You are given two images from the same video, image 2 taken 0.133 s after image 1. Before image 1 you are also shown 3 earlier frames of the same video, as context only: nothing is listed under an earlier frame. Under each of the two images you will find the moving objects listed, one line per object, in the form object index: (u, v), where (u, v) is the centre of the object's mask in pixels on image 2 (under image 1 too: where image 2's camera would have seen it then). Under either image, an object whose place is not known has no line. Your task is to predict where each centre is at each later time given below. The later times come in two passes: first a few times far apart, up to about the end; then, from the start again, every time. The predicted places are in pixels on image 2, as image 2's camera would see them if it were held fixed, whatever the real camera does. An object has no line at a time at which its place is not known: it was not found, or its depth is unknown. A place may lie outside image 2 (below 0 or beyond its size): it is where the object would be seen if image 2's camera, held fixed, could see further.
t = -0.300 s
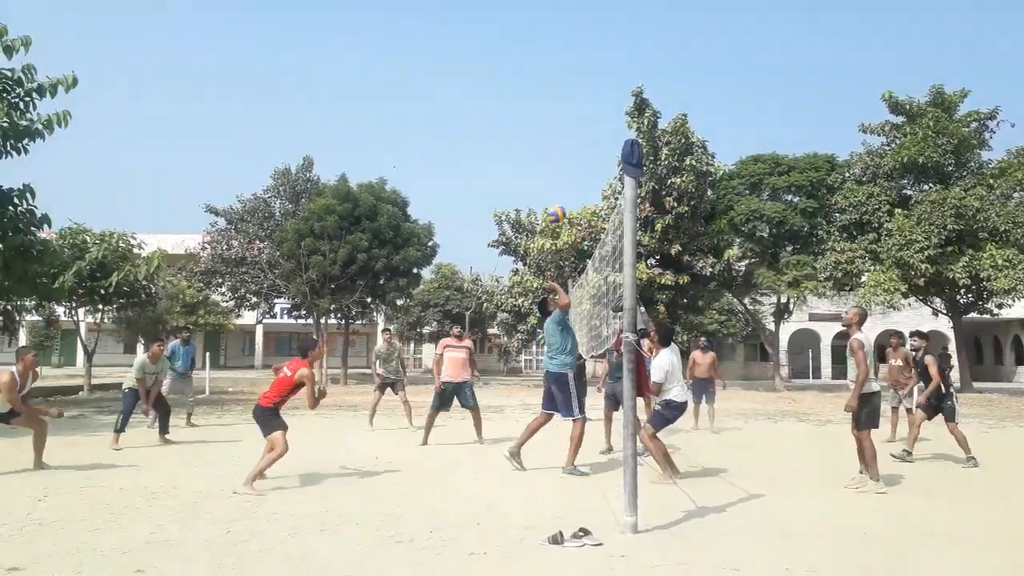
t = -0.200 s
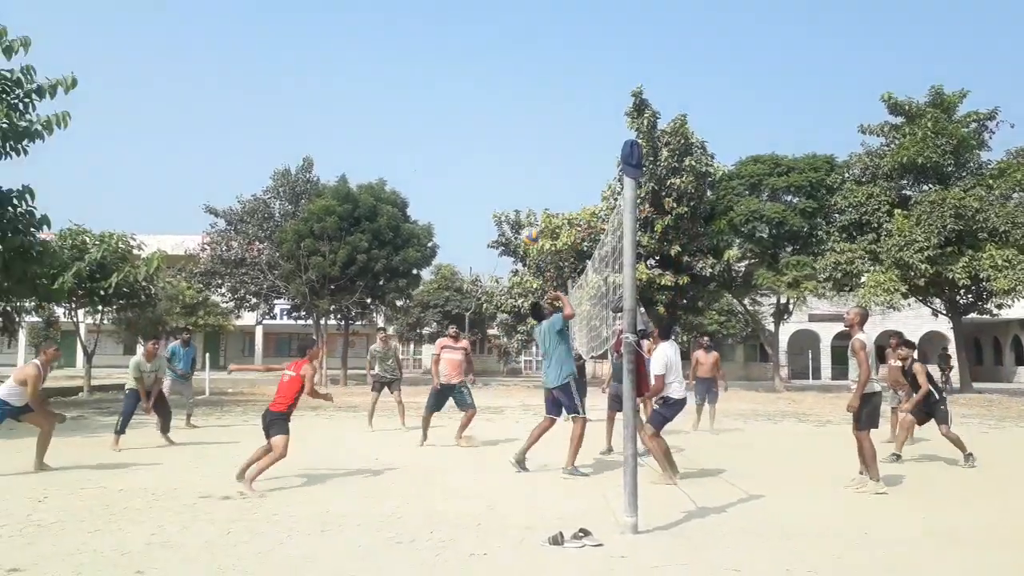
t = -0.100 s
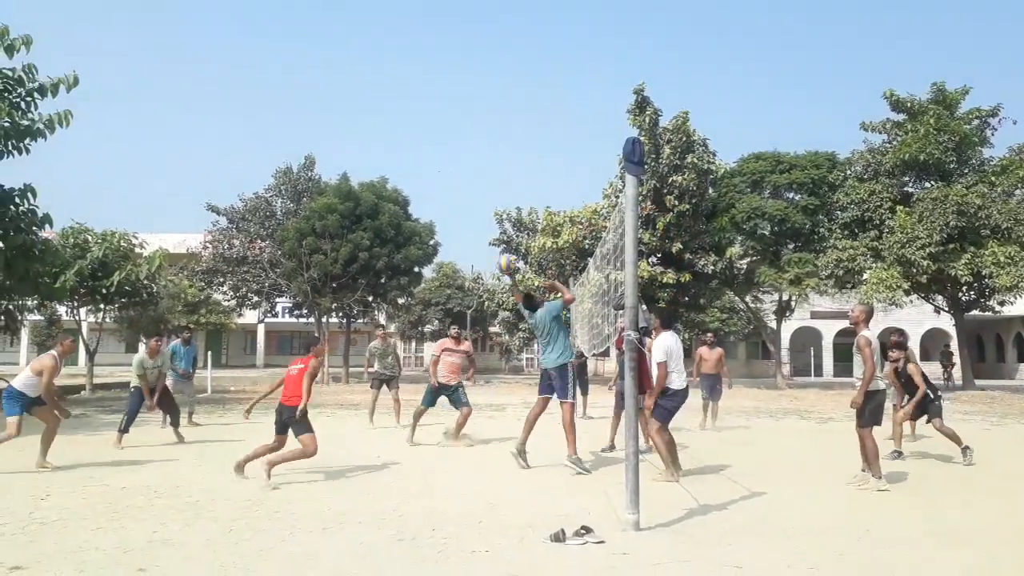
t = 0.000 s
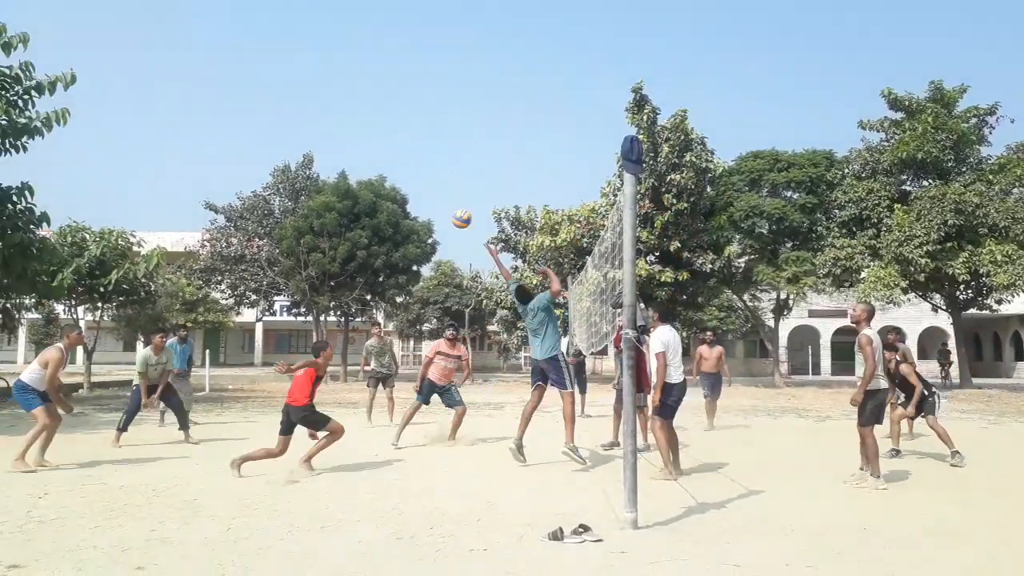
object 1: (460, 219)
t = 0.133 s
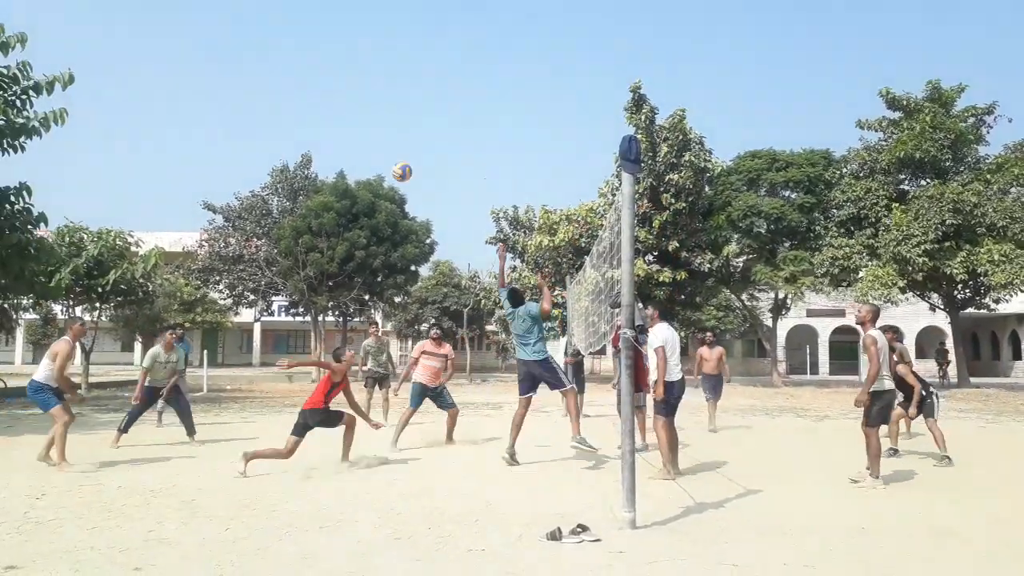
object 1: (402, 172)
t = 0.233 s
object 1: (357, 146)
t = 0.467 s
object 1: (247, 121)
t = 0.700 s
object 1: (131, 150)
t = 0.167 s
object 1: (387, 163)
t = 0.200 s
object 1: (372, 154)
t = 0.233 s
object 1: (357, 146)
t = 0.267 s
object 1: (342, 140)
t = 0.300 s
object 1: (326, 134)
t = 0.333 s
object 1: (311, 129)
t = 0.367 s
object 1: (295, 126)
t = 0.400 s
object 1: (279, 123)
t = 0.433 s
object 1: (264, 122)
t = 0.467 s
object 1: (247, 121)
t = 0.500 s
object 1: (231, 122)
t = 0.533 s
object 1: (215, 124)
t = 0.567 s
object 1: (198, 127)
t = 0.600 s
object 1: (182, 131)
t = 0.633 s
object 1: (165, 136)
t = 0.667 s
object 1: (148, 143)
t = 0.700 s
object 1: (131, 150)
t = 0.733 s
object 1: (115, 160)
